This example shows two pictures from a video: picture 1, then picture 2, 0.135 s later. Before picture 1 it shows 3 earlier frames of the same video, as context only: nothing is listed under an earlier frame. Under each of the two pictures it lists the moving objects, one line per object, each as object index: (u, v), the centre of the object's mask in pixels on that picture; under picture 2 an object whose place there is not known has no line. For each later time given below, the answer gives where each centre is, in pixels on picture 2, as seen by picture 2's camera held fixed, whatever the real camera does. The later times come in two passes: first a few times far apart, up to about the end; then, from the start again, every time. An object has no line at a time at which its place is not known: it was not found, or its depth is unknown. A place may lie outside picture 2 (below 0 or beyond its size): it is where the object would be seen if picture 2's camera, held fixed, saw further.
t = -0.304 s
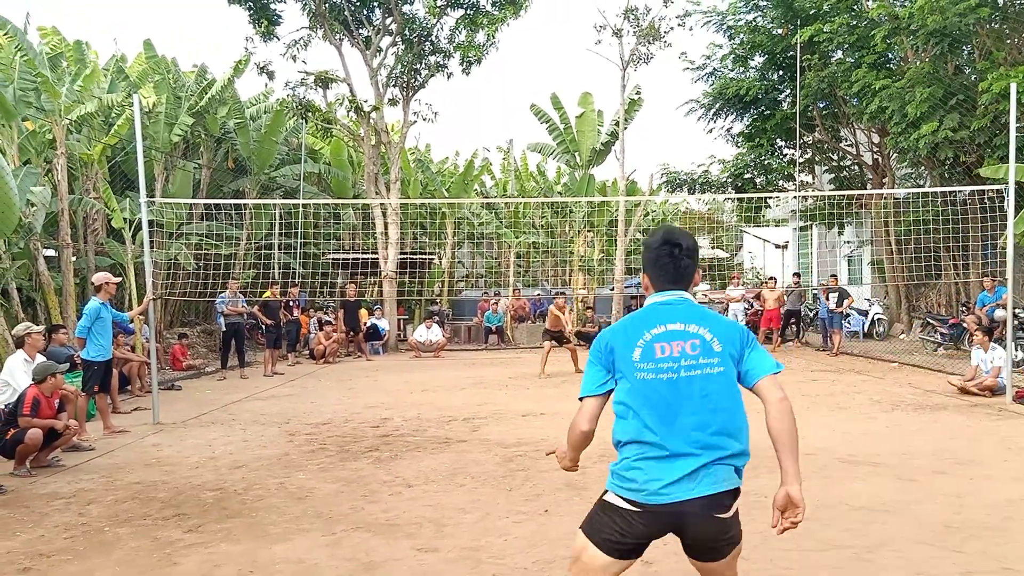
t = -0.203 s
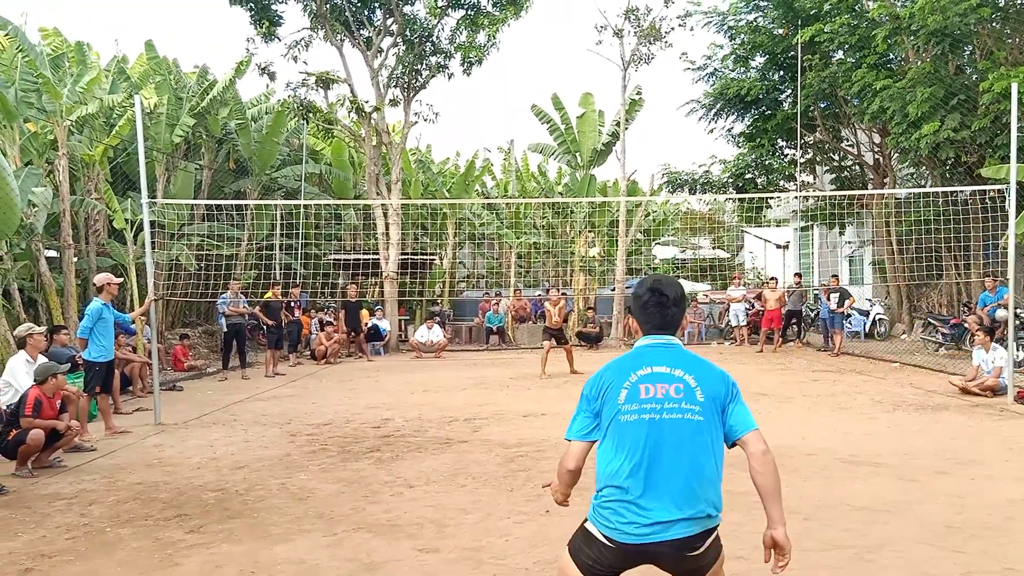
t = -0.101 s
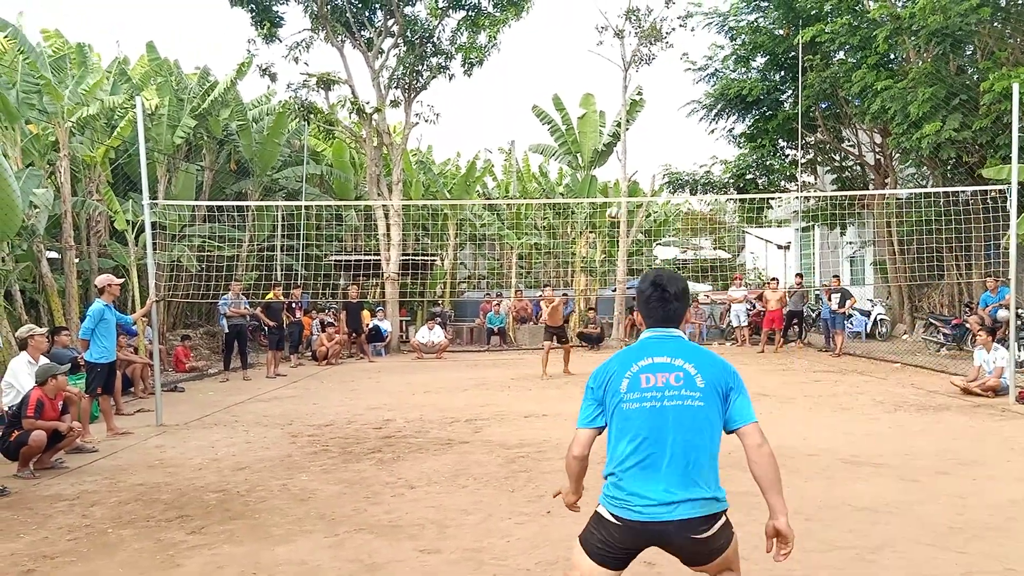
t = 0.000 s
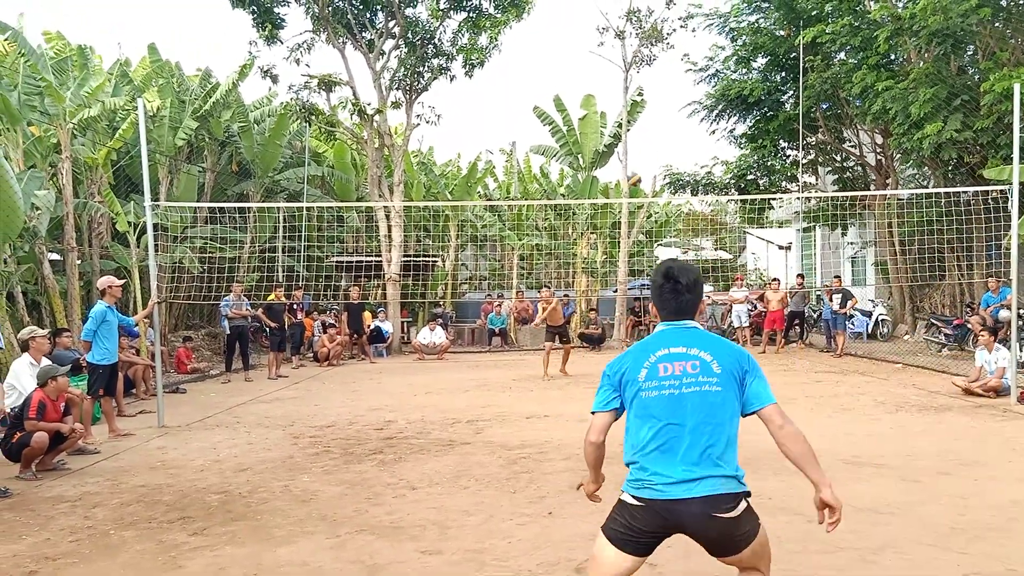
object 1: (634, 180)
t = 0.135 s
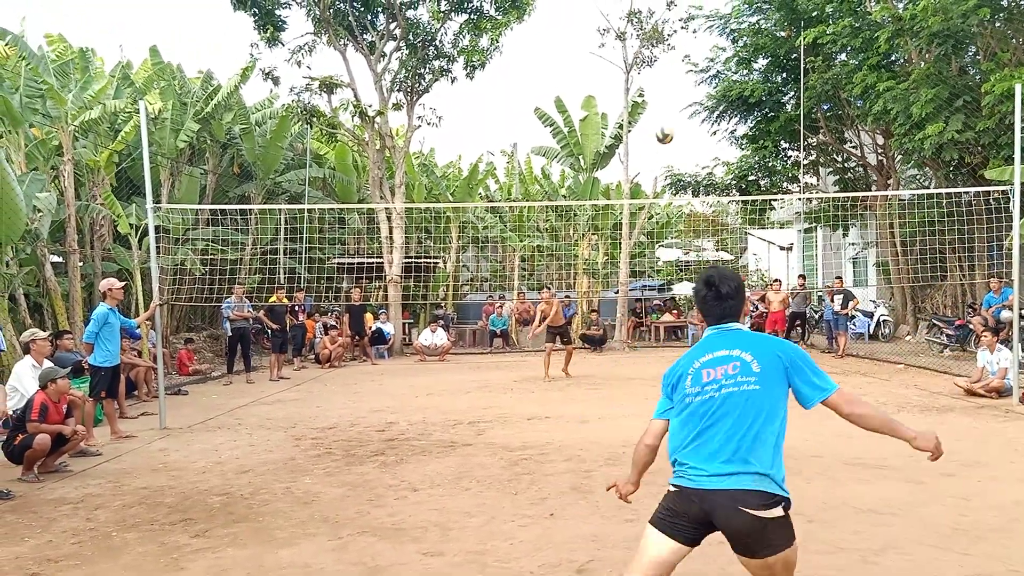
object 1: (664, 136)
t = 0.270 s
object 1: (701, 100)
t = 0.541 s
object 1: (808, 64)
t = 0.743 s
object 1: (943, 100)
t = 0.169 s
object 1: (673, 126)
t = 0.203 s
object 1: (683, 116)
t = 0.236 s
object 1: (692, 109)
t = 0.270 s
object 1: (701, 100)
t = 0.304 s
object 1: (713, 93)
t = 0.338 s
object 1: (723, 85)
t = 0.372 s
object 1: (734, 79)
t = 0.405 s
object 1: (747, 73)
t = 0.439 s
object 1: (761, 69)
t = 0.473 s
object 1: (775, 66)
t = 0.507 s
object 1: (791, 65)
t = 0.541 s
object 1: (808, 64)
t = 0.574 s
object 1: (827, 66)
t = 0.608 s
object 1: (846, 68)
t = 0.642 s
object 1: (867, 73)
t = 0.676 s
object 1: (890, 79)
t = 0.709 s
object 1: (916, 88)
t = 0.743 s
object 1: (943, 100)
